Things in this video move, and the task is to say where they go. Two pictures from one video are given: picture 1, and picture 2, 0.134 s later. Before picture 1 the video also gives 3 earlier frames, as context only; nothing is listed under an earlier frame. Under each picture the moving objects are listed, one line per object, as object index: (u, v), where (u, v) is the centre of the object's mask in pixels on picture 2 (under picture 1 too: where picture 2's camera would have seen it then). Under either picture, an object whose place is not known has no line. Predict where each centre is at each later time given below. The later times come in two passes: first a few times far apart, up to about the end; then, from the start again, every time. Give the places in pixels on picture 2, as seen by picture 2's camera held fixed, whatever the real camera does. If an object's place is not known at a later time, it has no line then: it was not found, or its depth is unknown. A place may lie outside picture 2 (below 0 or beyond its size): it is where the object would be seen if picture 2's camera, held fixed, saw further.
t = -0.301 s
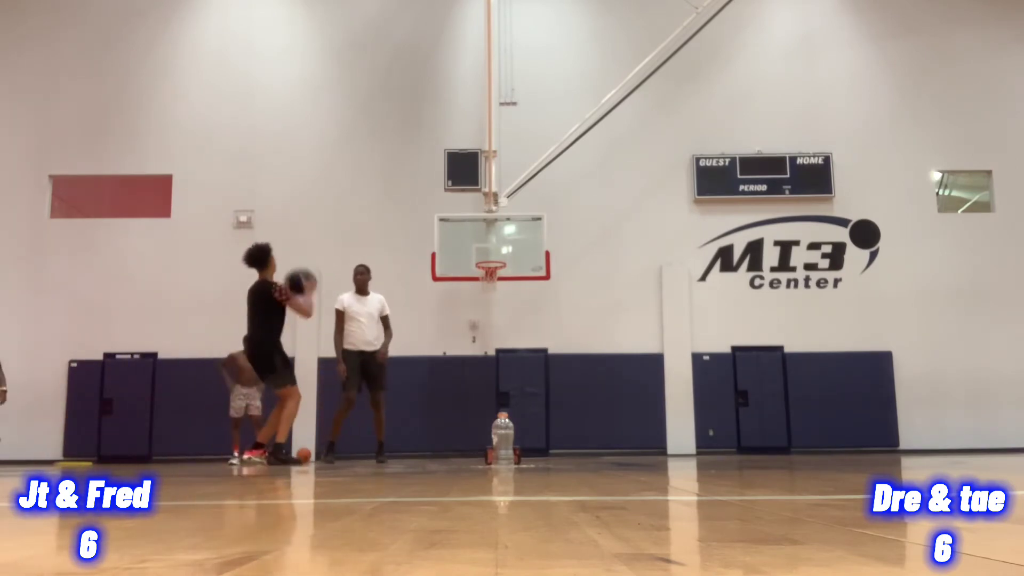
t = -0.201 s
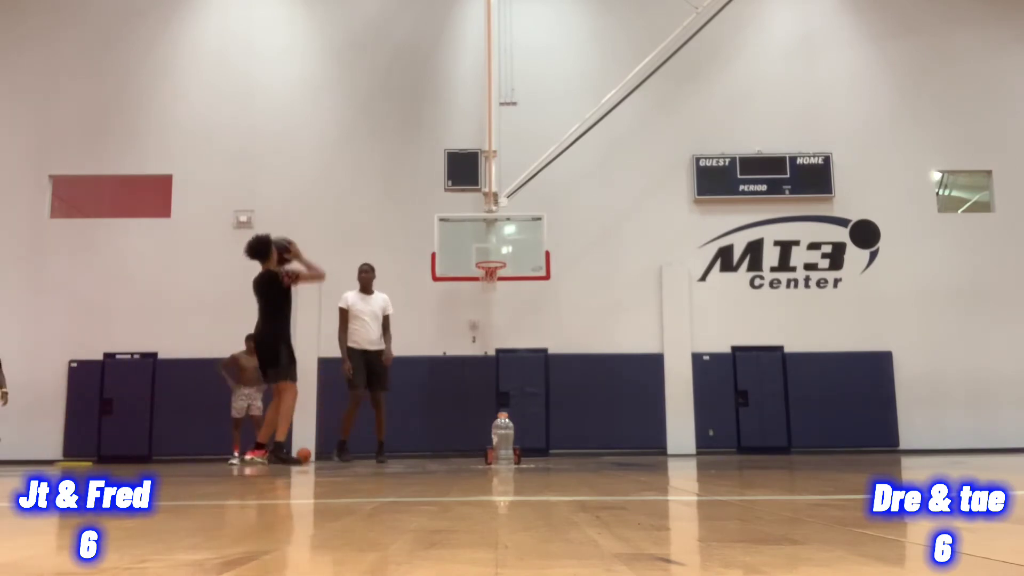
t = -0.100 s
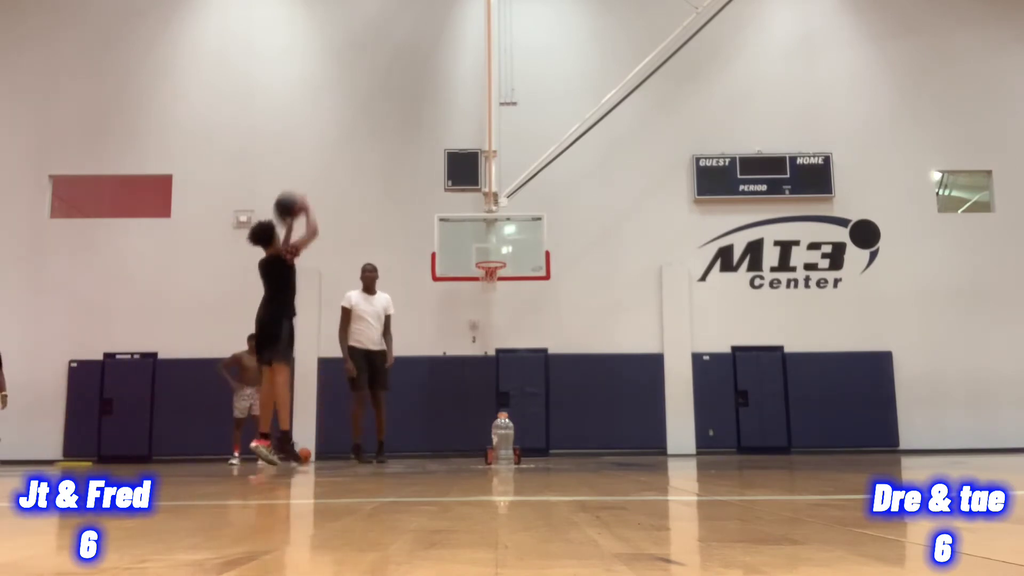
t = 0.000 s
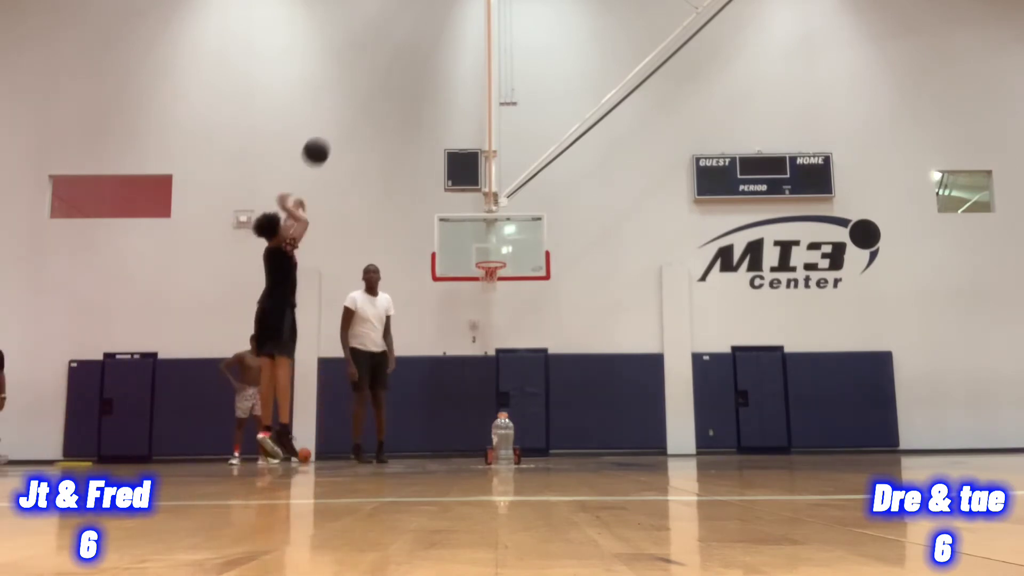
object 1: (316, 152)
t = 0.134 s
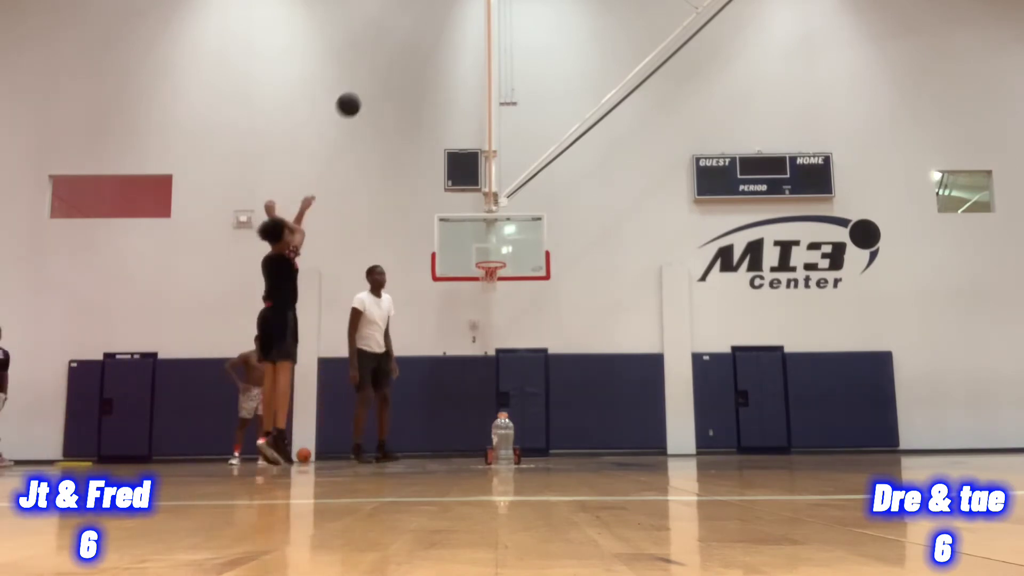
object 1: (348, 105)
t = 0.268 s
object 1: (375, 81)
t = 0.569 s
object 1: (422, 85)
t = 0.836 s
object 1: (453, 136)
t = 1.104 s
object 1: (478, 218)
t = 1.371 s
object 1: (509, 230)
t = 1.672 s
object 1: (556, 204)
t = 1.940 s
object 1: (606, 230)
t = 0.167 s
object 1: (355, 97)
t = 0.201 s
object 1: (362, 90)
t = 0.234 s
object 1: (369, 85)
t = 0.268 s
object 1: (375, 81)
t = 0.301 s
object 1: (381, 78)
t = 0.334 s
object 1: (387, 76)
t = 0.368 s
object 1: (393, 75)
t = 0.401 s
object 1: (398, 75)
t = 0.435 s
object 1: (404, 75)
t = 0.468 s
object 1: (409, 77)
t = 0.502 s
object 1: (413, 79)
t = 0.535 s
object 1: (418, 82)
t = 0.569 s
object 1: (422, 85)
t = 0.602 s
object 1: (427, 90)
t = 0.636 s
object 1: (431, 95)
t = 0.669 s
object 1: (435, 100)
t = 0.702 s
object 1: (439, 106)
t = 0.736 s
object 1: (443, 113)
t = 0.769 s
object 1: (446, 120)
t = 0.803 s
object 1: (450, 128)
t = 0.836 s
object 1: (453, 136)
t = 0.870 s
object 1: (457, 145)
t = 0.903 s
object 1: (460, 154)
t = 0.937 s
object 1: (463, 162)
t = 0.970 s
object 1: (466, 174)
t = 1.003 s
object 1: (470, 187)
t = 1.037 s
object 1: (473, 197)
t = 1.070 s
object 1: (476, 207)
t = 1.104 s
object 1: (478, 218)
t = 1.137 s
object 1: (481, 231)
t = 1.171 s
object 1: (484, 243)
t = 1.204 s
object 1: (487, 255)
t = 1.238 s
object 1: (490, 257)
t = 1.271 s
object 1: (495, 250)
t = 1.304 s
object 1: (499, 243)
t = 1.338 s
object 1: (503, 237)
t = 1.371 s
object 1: (509, 230)
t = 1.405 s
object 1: (514, 224)
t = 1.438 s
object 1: (519, 220)
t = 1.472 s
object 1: (523, 215)
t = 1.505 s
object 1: (529, 212)
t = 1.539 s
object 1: (534, 209)
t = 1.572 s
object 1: (539, 207)
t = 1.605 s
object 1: (544, 205)
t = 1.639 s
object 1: (550, 204)
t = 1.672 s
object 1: (556, 204)
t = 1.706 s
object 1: (561, 204)
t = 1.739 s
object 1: (567, 205)
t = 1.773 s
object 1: (573, 207)
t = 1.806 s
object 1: (580, 210)
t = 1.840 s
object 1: (586, 214)
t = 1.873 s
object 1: (593, 218)
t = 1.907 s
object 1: (599, 223)
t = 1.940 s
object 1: (606, 230)
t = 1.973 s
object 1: (614, 237)
